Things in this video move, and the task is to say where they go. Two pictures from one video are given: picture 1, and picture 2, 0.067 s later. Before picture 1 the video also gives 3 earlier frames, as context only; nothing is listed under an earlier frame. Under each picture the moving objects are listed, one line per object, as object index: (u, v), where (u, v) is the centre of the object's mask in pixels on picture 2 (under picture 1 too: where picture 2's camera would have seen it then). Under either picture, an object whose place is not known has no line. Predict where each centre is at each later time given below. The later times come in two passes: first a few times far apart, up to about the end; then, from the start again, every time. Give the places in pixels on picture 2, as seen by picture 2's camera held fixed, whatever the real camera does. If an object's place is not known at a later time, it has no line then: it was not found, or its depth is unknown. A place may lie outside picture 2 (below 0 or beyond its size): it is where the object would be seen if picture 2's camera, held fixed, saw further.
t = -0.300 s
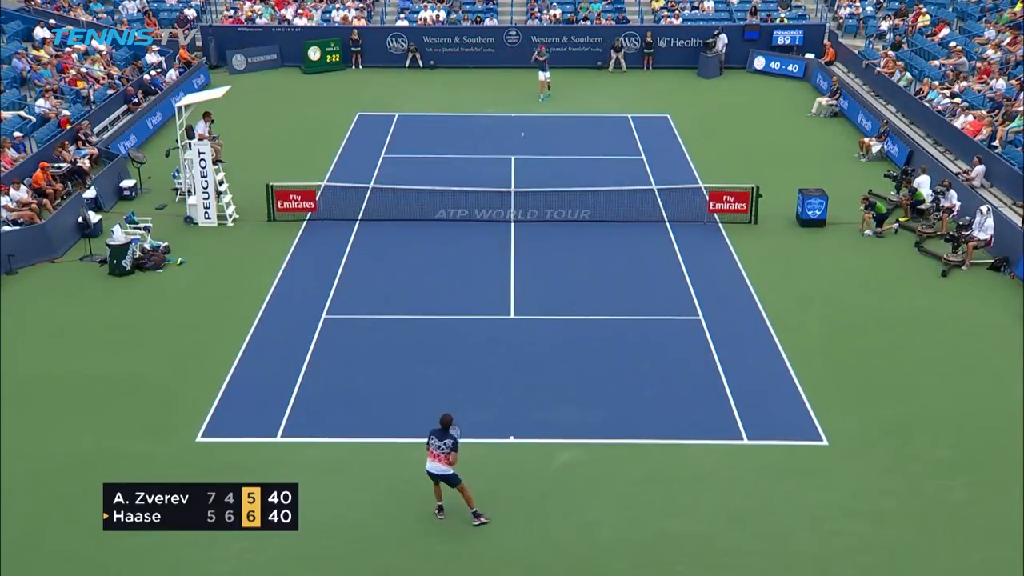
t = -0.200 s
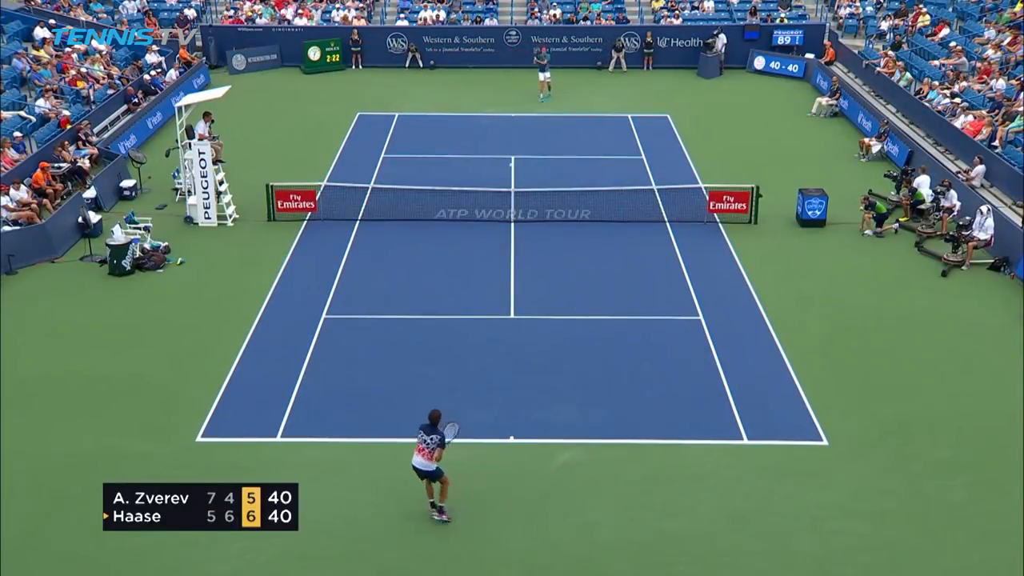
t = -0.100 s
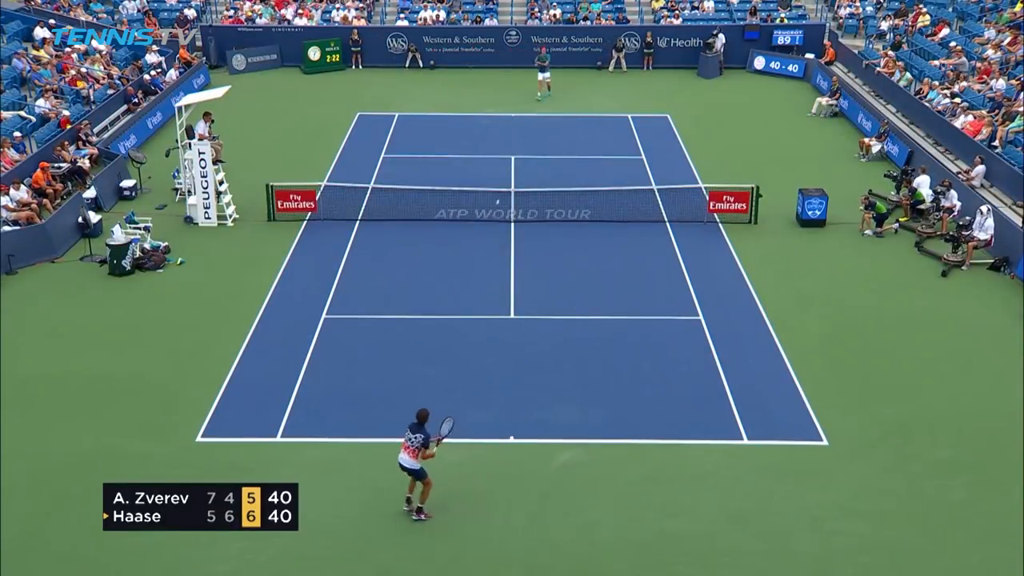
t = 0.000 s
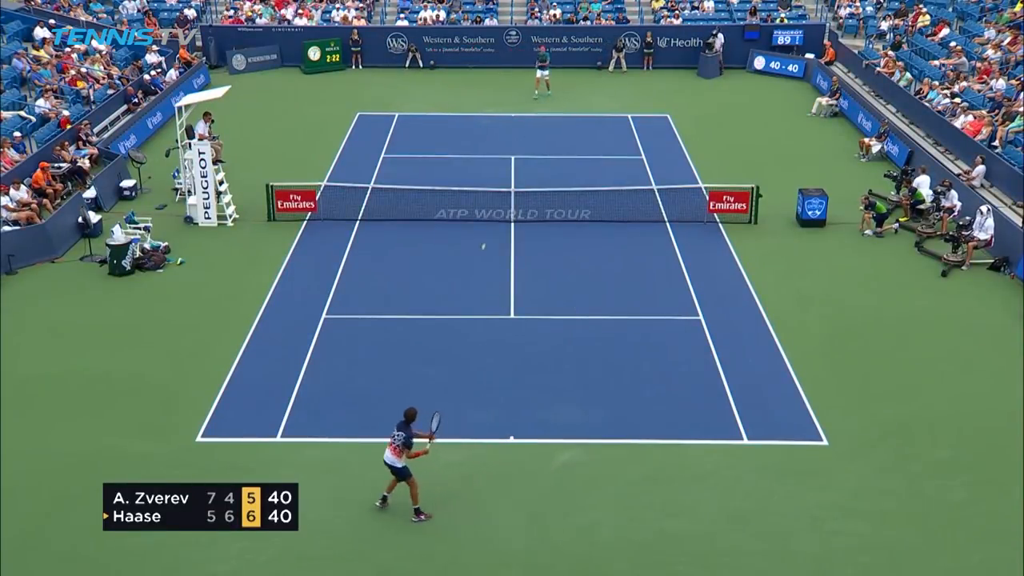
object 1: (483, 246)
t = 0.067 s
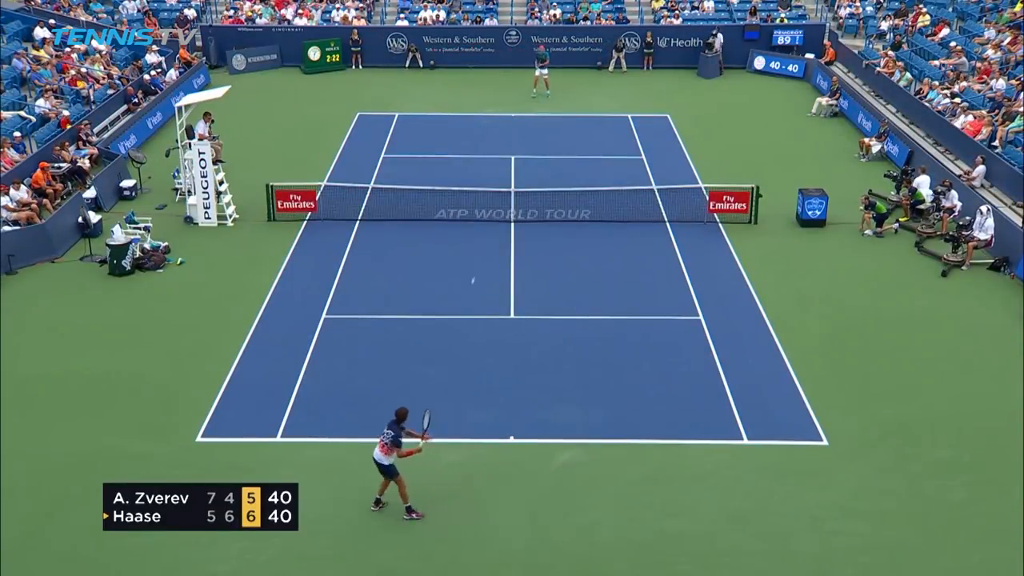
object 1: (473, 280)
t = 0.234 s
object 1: (447, 342)
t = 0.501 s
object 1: (409, 371)
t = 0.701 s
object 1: (375, 427)
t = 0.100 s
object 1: (467, 299)
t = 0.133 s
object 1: (462, 319)
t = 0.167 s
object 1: (456, 339)
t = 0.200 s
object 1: (451, 341)
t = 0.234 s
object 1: (447, 342)
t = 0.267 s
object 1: (442, 342)
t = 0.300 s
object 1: (438, 345)
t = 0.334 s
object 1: (434, 348)
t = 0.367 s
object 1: (429, 351)
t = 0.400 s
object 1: (424, 355)
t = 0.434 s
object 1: (419, 360)
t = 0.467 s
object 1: (414, 365)
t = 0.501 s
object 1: (409, 371)
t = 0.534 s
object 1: (404, 378)
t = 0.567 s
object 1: (399, 386)
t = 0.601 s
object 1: (393, 396)
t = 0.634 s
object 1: (387, 405)
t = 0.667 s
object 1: (381, 416)
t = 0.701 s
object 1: (375, 427)
